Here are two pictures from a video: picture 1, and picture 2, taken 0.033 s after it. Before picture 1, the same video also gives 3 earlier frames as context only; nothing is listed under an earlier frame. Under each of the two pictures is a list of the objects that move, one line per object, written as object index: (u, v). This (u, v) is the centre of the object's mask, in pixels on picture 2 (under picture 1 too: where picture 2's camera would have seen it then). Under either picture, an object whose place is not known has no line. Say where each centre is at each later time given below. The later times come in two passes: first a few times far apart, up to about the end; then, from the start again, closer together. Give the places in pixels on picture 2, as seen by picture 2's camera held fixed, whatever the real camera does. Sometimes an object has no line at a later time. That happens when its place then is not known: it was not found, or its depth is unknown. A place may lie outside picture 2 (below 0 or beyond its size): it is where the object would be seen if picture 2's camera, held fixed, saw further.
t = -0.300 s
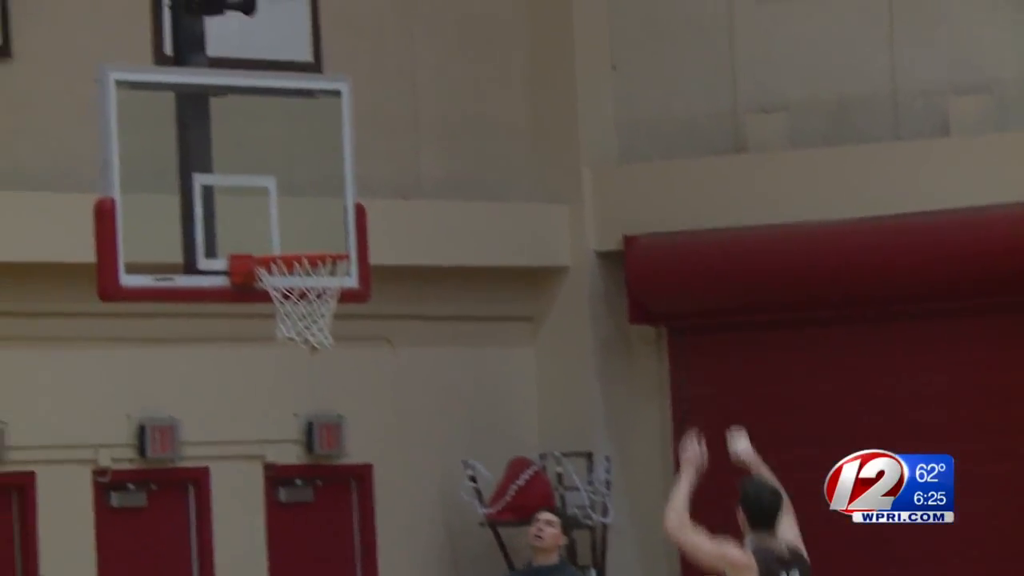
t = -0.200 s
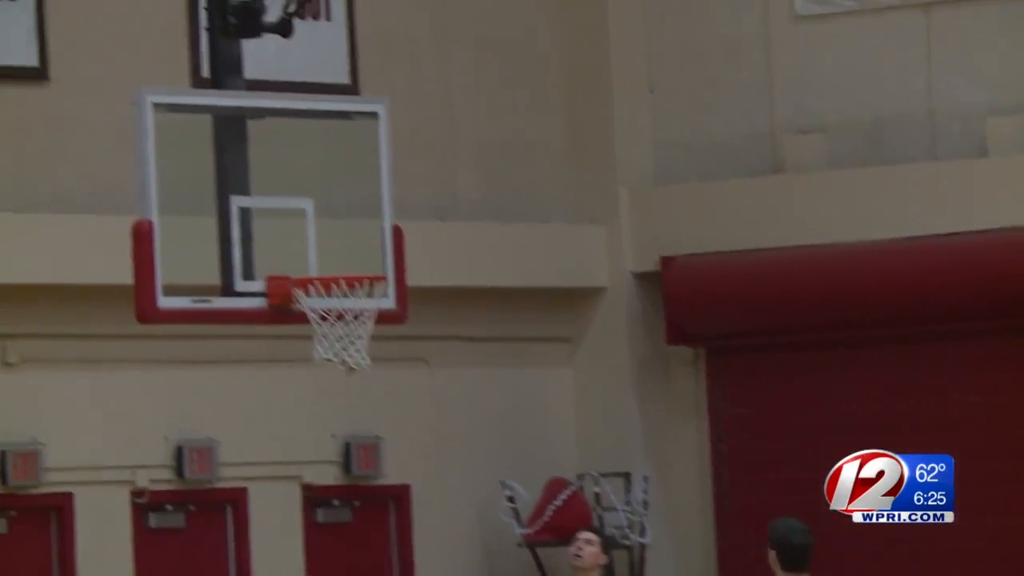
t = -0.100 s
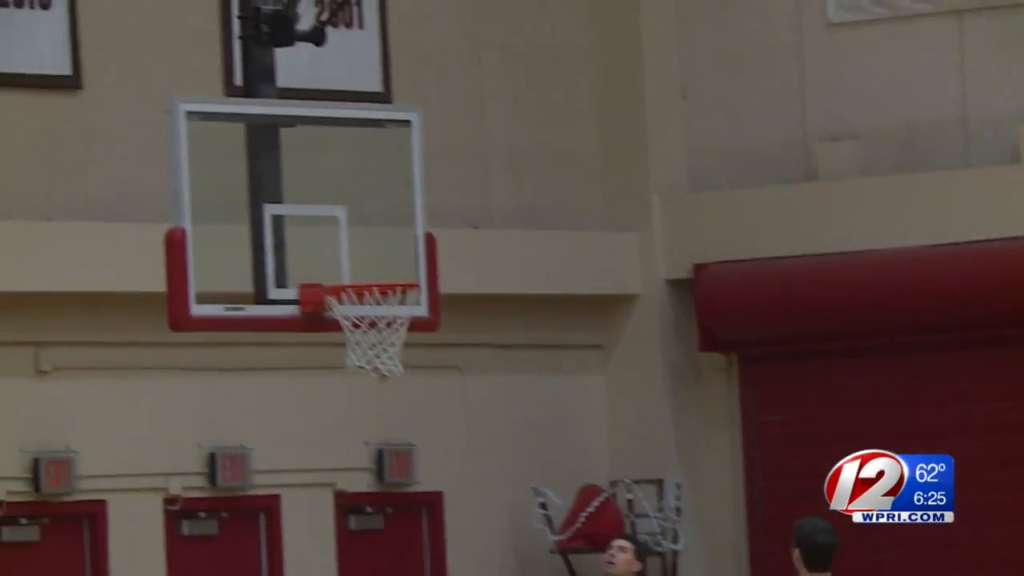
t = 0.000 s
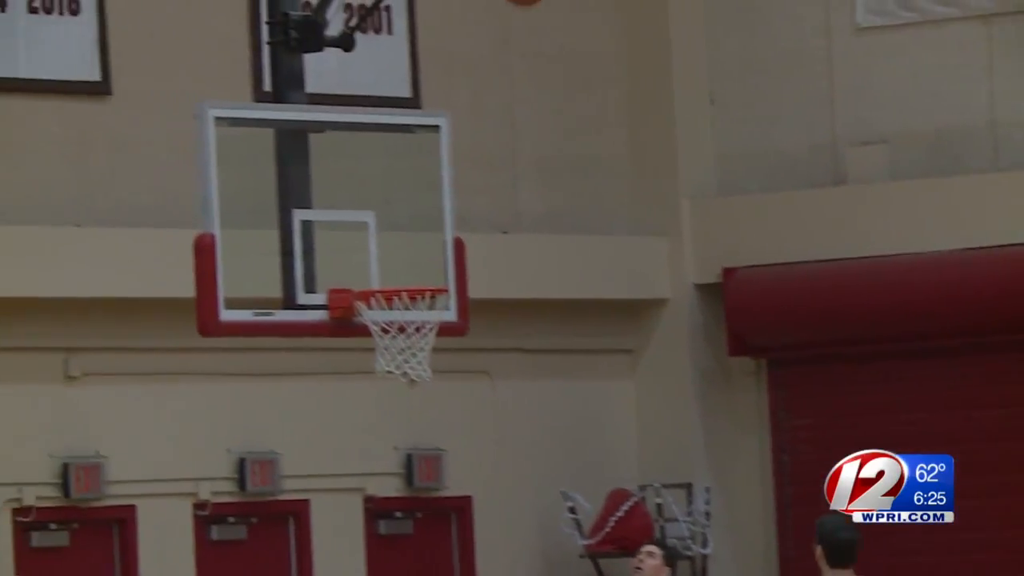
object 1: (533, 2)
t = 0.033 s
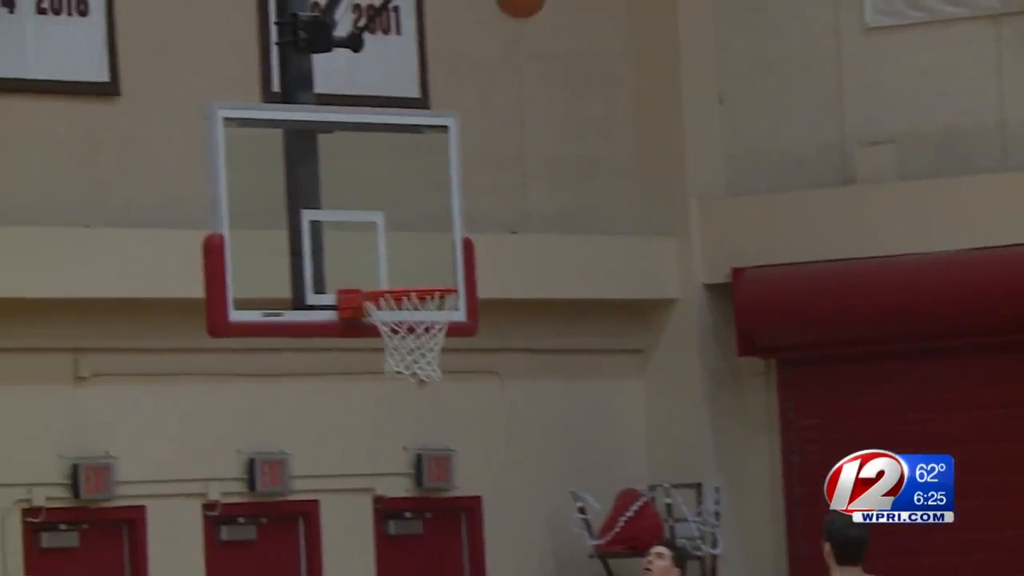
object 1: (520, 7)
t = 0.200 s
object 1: (463, 86)
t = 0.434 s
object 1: (395, 299)
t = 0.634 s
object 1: (456, 507)
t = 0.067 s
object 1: (509, 14)
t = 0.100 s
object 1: (497, 23)
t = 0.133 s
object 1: (486, 40)
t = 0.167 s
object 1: (474, 63)
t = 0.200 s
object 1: (463, 86)
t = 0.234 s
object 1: (452, 111)
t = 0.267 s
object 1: (442, 138)
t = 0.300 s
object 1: (431, 167)
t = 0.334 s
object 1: (422, 198)
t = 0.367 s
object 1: (413, 231)
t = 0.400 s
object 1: (403, 264)
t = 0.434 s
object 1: (395, 299)
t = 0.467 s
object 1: (409, 327)
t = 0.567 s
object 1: (434, 429)
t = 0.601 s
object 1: (445, 466)
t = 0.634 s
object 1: (456, 507)
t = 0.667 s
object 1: (466, 544)
